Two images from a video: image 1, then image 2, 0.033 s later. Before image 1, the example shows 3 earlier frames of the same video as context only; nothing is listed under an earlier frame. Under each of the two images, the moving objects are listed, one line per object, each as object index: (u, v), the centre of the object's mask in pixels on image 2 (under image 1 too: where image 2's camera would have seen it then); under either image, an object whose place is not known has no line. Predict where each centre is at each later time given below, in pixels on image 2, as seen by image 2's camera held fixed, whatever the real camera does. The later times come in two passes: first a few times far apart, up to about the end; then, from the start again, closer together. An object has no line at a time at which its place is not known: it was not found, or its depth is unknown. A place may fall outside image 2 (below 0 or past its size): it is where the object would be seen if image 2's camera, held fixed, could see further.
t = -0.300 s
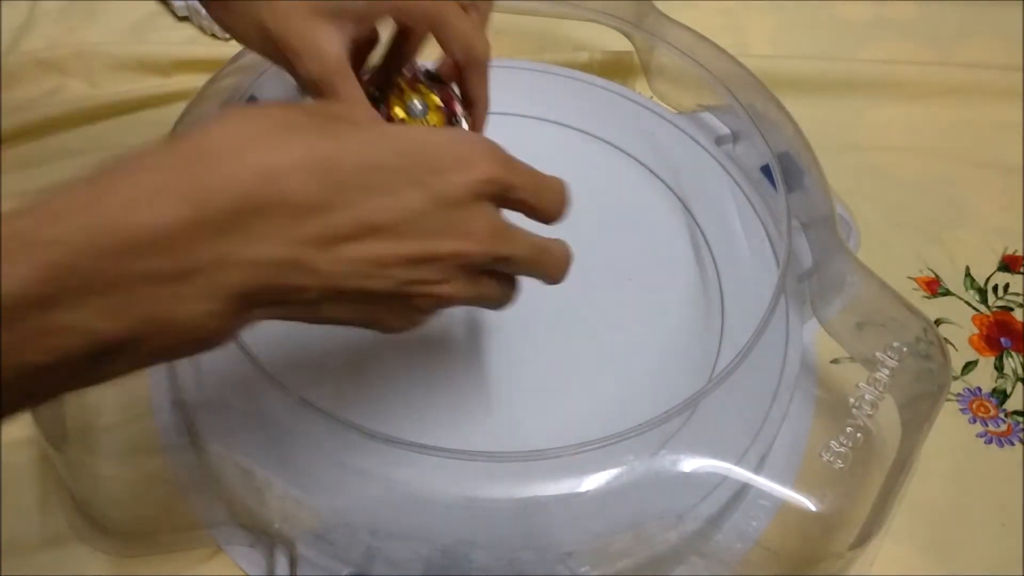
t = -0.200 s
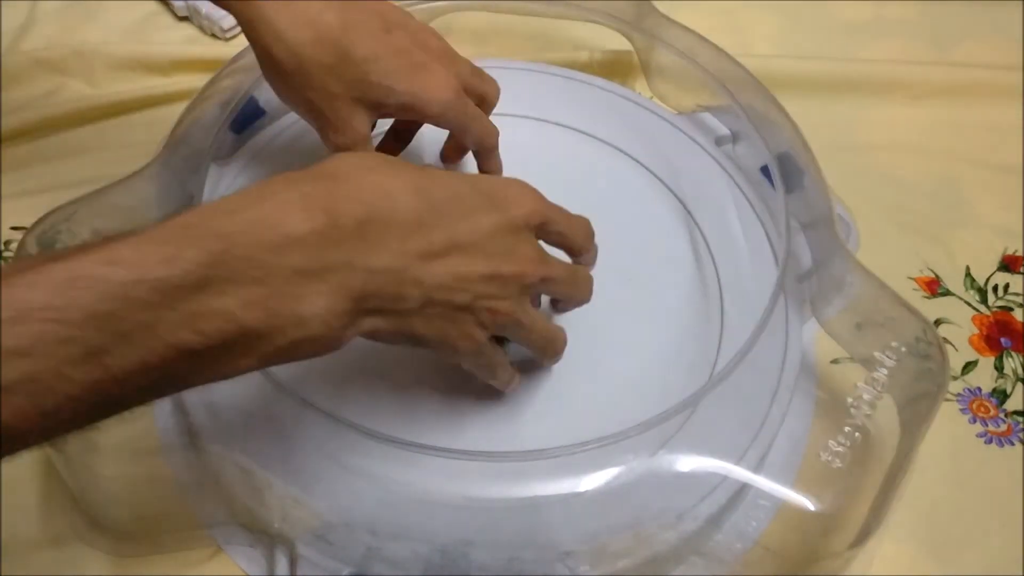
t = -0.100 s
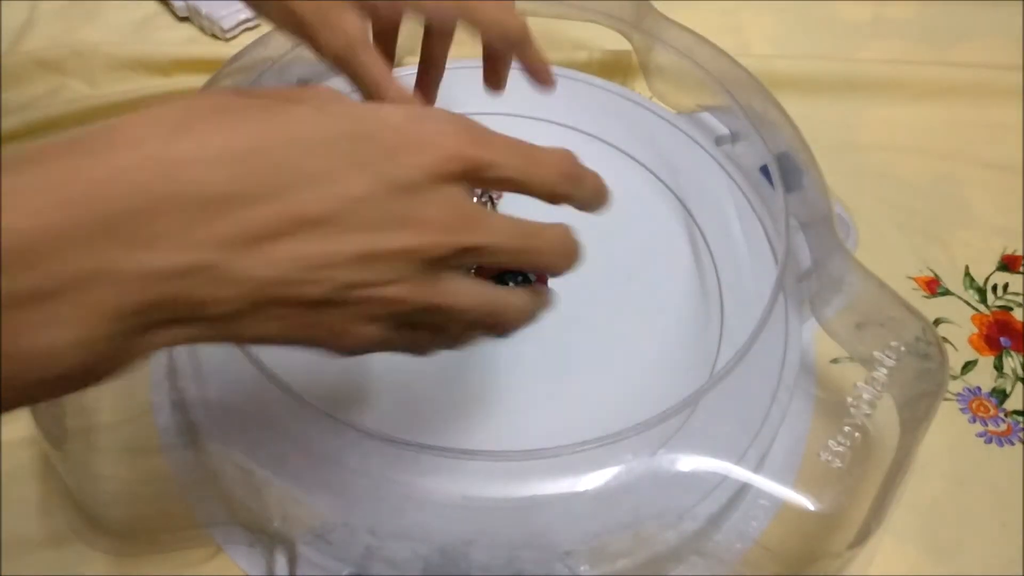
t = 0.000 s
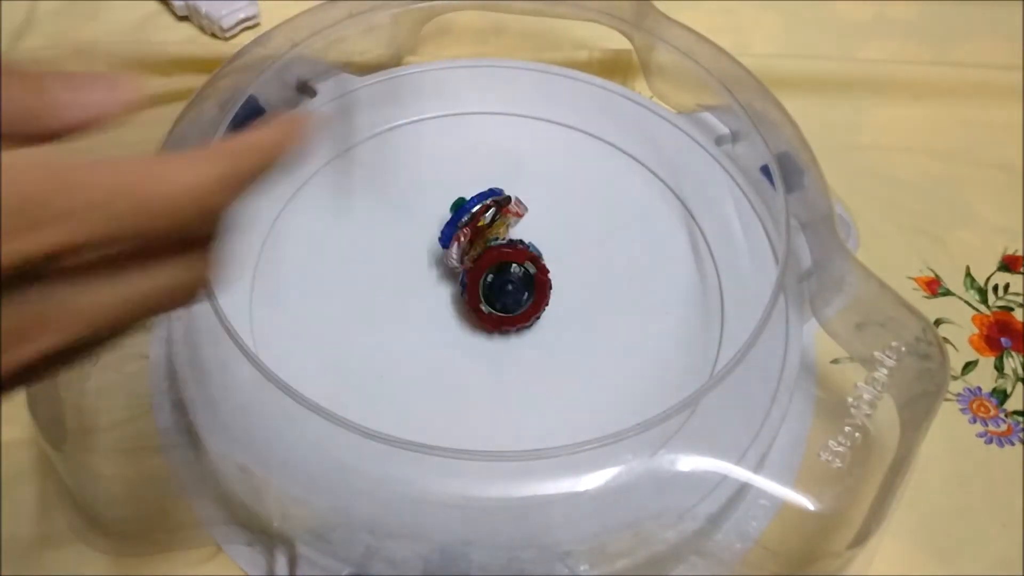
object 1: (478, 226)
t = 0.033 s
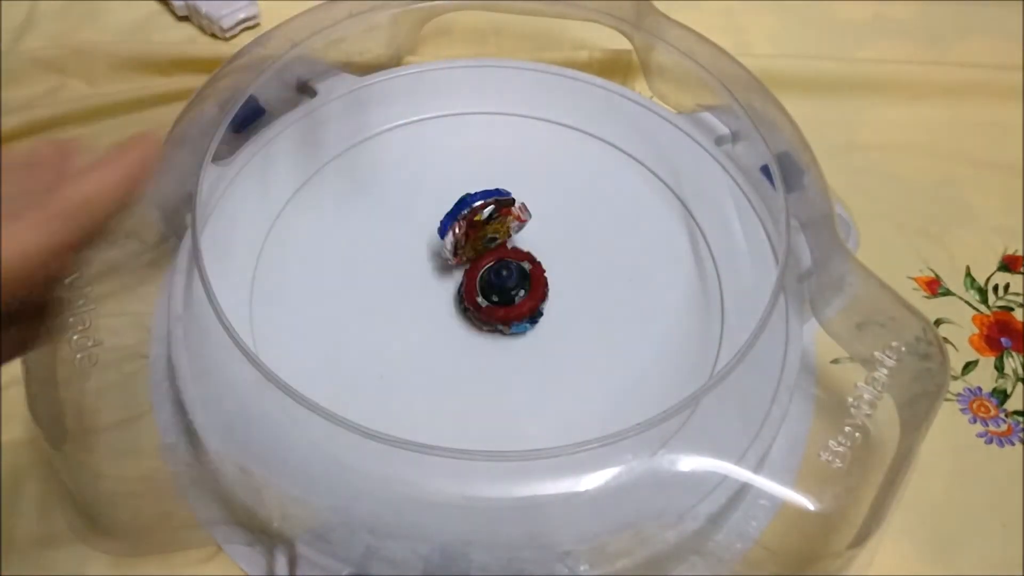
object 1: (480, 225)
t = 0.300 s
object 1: (502, 195)
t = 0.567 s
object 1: (496, 199)
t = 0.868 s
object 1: (470, 200)
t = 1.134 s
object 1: (489, 206)
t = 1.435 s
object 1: (483, 207)
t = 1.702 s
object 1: (488, 209)
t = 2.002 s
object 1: (488, 209)
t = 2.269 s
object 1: (488, 209)
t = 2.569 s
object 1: (488, 209)
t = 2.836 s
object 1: (488, 209)
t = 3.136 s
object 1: (488, 209)
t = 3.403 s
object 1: (488, 209)
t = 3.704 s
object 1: (488, 209)
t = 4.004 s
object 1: (488, 209)
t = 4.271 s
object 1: (488, 209)
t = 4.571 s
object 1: (488, 209)
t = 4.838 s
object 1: (488, 209)
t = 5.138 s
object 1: (488, 209)
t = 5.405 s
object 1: (488, 209)
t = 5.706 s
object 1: (488, 209)
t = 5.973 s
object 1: (488, 209)
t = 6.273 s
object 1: (488, 209)
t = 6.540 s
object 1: (488, 209)
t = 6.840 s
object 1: (488, 209)
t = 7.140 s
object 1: (488, 209)
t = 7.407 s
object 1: (488, 209)
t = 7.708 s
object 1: (488, 209)
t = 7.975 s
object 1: (488, 209)
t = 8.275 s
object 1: (488, 209)
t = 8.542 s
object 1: (488, 209)
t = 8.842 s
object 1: (488, 209)
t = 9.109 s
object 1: (488, 209)
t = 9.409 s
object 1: (488, 209)
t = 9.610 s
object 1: (488, 209)
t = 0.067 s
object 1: (482, 222)
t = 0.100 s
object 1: (486, 218)
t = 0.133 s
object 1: (491, 212)
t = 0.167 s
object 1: (496, 205)
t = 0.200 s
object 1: (498, 198)
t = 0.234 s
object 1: (500, 196)
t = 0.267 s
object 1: (501, 195)
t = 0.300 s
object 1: (502, 195)
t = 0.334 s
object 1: (503, 194)
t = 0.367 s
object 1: (503, 194)
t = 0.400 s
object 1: (503, 194)
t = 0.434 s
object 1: (502, 195)
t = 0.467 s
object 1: (502, 195)
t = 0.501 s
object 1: (501, 195)
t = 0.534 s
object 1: (500, 196)
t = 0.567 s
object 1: (496, 199)
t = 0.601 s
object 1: (491, 200)
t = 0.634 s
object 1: (486, 202)
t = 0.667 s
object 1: (480, 202)
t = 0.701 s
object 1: (476, 202)
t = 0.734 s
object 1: (473, 201)
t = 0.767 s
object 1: (472, 200)
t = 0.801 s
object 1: (469, 200)
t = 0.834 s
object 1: (469, 200)
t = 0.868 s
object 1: (470, 200)
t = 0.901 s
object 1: (471, 201)
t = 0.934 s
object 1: (472, 201)
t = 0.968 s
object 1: (473, 202)
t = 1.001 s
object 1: (474, 202)
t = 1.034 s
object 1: (476, 203)
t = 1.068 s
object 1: (480, 204)
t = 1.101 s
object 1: (484, 205)
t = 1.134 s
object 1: (489, 206)
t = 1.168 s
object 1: (491, 206)
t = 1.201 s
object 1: (490, 207)
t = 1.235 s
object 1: (486, 208)
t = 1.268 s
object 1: (484, 208)
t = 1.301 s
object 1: (482, 207)
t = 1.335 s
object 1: (481, 207)
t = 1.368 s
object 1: (481, 207)
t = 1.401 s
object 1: (481, 207)
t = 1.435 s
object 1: (483, 207)
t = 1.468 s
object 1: (484, 208)
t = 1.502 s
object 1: (487, 208)
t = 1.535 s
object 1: (489, 208)
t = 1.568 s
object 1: (488, 209)
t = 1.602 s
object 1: (486, 209)
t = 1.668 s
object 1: (487, 209)
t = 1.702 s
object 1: (488, 209)
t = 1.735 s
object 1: (488, 209)
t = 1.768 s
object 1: (488, 209)
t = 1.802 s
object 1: (488, 209)
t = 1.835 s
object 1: (488, 209)
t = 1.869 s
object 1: (488, 209)
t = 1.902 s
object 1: (488, 209)
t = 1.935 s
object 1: (488, 209)
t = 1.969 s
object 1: (488, 209)
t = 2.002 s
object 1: (488, 209)
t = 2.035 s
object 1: (488, 209)
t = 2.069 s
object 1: (488, 209)
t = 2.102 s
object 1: (488, 209)
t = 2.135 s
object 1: (488, 209)
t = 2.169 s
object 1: (488, 209)
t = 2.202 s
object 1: (488, 209)
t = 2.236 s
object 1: (488, 209)
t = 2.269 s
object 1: (488, 209)
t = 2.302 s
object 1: (488, 209)
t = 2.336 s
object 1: (488, 209)
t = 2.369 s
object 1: (488, 209)
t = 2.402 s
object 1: (488, 209)
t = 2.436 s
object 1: (488, 209)
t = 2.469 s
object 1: (488, 209)
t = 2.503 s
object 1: (488, 209)
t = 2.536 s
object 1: (488, 209)
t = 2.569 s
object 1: (488, 209)
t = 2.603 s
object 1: (488, 209)
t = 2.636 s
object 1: (488, 209)
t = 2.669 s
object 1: (488, 209)
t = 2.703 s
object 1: (488, 209)
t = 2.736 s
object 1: (488, 209)
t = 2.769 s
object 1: (488, 209)
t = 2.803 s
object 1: (488, 209)
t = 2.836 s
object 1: (488, 209)
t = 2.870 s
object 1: (488, 209)
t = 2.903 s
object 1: (488, 209)
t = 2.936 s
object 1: (488, 209)
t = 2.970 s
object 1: (488, 209)
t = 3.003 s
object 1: (488, 209)
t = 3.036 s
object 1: (488, 209)
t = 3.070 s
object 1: (488, 209)
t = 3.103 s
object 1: (488, 209)
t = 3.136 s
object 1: (488, 209)
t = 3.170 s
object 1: (488, 209)
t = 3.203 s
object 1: (488, 209)
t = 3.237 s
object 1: (488, 209)
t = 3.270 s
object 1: (488, 209)
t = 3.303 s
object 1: (488, 209)
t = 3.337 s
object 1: (488, 209)
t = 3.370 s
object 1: (488, 209)
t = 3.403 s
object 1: (488, 209)
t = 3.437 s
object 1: (488, 209)
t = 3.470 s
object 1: (488, 209)
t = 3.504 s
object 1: (488, 209)
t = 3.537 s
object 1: (488, 209)
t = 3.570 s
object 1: (488, 209)
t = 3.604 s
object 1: (488, 209)
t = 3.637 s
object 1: (488, 209)
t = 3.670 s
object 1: (488, 209)
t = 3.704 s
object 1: (488, 209)
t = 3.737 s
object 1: (488, 209)
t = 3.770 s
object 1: (488, 209)
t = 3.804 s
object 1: (488, 209)
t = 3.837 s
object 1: (488, 209)
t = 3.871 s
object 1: (488, 209)
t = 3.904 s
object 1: (488, 209)
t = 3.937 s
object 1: (488, 209)
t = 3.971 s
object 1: (488, 209)
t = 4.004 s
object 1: (488, 209)
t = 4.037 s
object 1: (488, 209)
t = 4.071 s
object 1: (488, 209)
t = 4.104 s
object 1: (488, 209)
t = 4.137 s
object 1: (488, 209)
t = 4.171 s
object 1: (488, 209)
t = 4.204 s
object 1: (488, 209)
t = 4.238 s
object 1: (488, 209)
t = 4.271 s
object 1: (488, 209)
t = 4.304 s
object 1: (488, 209)
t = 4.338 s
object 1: (488, 209)
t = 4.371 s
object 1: (488, 209)
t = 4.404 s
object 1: (488, 209)
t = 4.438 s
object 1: (488, 209)
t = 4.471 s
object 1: (488, 209)
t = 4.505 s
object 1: (488, 209)
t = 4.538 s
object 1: (488, 209)
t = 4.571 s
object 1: (488, 209)
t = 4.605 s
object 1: (488, 209)
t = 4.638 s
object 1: (488, 209)
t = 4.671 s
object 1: (488, 209)
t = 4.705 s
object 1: (488, 209)
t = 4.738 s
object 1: (488, 209)
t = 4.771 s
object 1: (488, 209)
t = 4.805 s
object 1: (488, 209)
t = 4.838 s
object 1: (488, 209)
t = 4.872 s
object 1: (488, 209)
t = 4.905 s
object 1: (488, 209)
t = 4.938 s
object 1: (488, 209)
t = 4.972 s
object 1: (488, 209)
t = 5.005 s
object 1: (488, 209)
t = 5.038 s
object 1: (488, 209)
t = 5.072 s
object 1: (488, 209)
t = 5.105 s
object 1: (488, 209)
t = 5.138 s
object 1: (488, 209)
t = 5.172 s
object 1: (488, 209)
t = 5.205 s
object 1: (488, 209)
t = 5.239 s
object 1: (488, 209)
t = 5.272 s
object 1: (488, 209)
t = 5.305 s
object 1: (488, 209)
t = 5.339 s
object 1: (488, 209)
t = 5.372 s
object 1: (488, 209)
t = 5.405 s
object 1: (488, 209)
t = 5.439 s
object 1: (488, 209)
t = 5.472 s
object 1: (488, 209)
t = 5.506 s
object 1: (488, 209)
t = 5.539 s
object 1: (488, 209)
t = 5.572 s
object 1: (488, 209)
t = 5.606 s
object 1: (488, 209)
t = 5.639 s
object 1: (488, 209)
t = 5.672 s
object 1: (488, 209)
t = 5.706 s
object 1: (488, 209)
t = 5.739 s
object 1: (488, 209)
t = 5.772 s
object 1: (488, 209)
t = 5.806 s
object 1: (488, 209)
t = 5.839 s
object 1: (488, 209)
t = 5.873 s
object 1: (488, 209)
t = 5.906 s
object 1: (488, 209)
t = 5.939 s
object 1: (488, 209)
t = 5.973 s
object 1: (488, 209)
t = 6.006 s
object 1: (488, 209)
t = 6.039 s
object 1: (488, 209)
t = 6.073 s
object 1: (488, 209)
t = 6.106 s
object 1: (488, 209)
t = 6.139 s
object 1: (488, 209)
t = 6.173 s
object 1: (488, 209)
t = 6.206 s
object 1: (488, 209)
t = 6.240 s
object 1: (488, 209)
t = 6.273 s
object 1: (488, 209)
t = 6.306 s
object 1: (488, 209)
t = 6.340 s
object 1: (488, 209)
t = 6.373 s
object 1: (488, 209)
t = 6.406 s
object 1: (488, 209)
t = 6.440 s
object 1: (488, 209)
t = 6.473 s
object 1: (488, 209)
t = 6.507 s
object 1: (488, 209)
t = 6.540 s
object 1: (488, 209)
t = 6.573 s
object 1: (488, 209)
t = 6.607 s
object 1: (488, 209)
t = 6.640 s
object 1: (488, 209)
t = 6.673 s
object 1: (488, 209)
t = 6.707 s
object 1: (488, 209)
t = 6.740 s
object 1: (488, 209)
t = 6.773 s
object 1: (488, 209)
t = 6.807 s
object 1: (488, 209)
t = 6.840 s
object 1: (488, 209)
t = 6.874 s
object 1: (488, 209)
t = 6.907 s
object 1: (488, 209)
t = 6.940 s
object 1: (488, 209)
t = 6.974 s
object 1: (488, 209)
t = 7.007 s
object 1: (488, 209)
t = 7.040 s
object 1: (488, 209)
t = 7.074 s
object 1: (488, 209)
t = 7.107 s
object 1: (488, 209)
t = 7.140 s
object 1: (488, 209)
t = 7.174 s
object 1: (488, 209)
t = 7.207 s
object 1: (488, 209)
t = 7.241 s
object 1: (488, 209)
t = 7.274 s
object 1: (488, 209)
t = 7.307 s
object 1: (488, 209)
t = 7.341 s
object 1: (488, 209)
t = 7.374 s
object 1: (488, 209)
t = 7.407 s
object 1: (488, 209)
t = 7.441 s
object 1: (488, 209)
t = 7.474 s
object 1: (488, 209)
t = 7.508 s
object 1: (488, 209)
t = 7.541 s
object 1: (488, 209)
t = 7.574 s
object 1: (488, 209)
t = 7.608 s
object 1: (488, 209)
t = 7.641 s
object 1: (488, 209)
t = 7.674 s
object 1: (488, 209)
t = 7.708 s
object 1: (488, 209)
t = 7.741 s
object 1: (488, 209)
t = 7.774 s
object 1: (488, 209)
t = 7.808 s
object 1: (488, 209)
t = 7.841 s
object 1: (488, 209)
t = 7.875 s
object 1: (488, 209)
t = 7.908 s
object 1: (488, 209)
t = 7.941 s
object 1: (488, 209)
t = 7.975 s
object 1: (488, 209)
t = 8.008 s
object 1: (488, 209)
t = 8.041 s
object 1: (488, 209)
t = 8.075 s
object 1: (488, 209)
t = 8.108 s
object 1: (488, 209)
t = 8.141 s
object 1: (488, 209)
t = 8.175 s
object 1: (488, 209)
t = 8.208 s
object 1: (488, 209)
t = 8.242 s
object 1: (488, 209)
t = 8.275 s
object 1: (488, 209)
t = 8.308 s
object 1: (488, 209)
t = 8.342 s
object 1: (488, 209)
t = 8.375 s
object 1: (488, 209)
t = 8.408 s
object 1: (488, 209)
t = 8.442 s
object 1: (488, 209)
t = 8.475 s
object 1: (488, 209)
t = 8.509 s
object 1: (488, 209)
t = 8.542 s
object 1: (488, 209)
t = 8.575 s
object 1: (488, 209)
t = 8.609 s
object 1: (488, 209)
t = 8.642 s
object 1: (488, 209)
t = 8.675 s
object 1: (488, 209)
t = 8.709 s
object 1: (488, 209)
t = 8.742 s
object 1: (488, 209)
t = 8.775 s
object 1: (488, 209)
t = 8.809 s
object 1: (488, 209)
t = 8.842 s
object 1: (488, 209)
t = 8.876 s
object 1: (488, 209)
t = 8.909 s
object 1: (488, 209)
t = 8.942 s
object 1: (488, 209)
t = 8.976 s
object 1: (488, 209)
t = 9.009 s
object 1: (488, 209)
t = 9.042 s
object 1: (488, 209)
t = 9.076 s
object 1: (488, 209)
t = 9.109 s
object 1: (488, 209)
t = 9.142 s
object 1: (488, 209)
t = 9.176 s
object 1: (488, 209)
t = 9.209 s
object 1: (488, 209)
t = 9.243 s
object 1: (488, 209)
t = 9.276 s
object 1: (488, 209)
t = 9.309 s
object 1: (488, 209)
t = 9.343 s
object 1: (488, 209)
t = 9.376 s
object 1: (488, 209)
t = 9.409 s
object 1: (488, 209)
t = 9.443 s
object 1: (488, 209)
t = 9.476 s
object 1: (488, 209)
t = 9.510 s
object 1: (488, 209)
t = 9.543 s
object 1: (488, 209)
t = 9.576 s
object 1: (488, 209)
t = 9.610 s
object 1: (488, 209)
